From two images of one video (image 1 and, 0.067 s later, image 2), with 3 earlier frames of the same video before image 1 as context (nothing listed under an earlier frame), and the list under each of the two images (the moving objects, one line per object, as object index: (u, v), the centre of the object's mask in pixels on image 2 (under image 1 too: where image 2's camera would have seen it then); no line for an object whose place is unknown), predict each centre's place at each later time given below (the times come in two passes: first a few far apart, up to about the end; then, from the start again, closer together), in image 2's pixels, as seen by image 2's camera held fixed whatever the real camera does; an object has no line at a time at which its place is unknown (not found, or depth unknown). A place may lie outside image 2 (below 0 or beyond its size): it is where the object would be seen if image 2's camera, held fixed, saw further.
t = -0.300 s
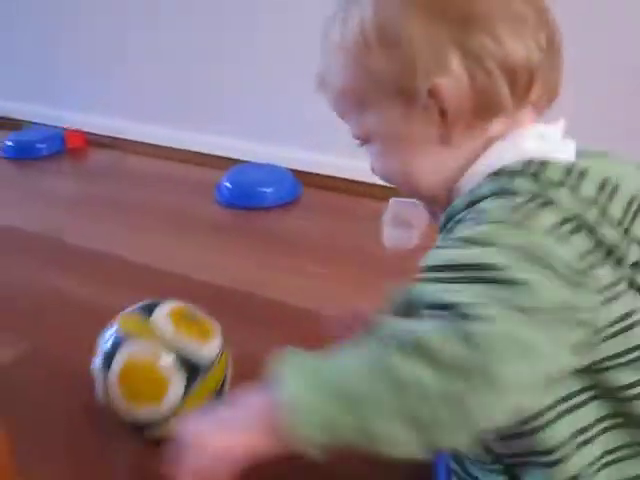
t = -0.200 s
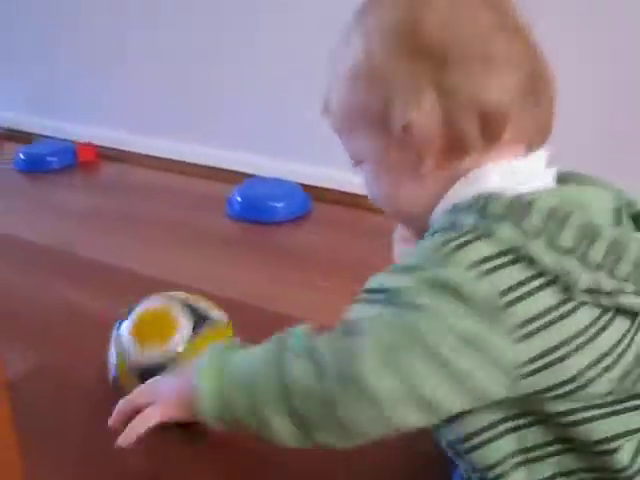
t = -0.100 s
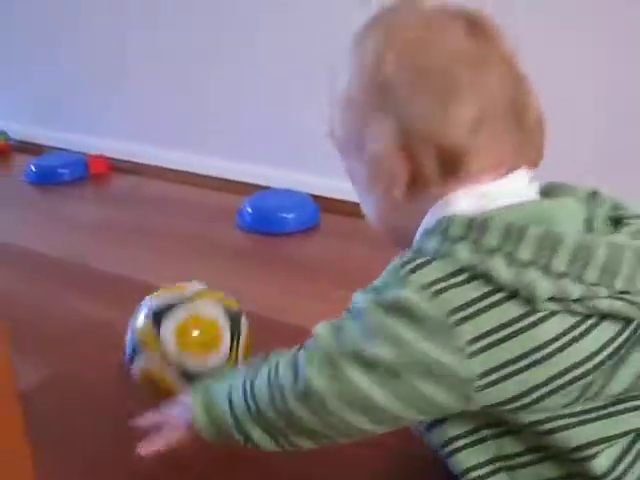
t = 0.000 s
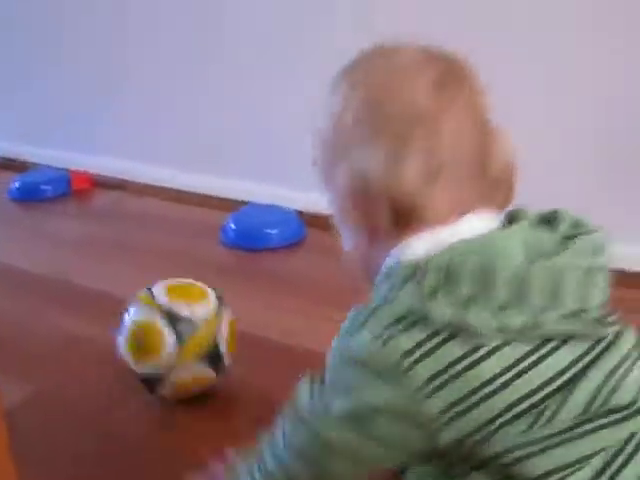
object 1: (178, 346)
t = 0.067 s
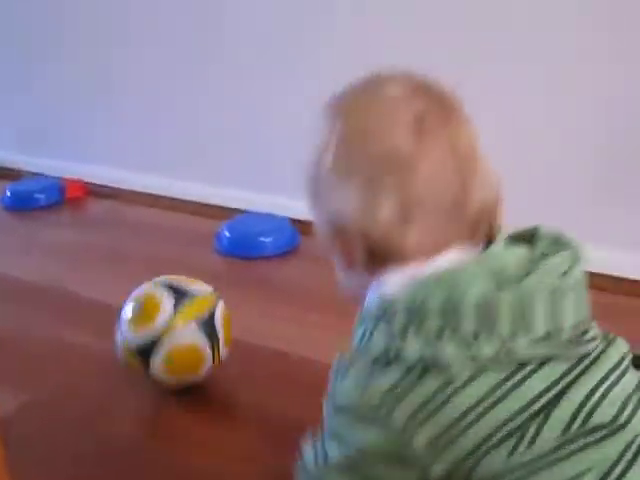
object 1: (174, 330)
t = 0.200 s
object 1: (185, 312)
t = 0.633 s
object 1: (228, 262)
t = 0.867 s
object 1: (251, 235)
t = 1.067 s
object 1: (269, 225)
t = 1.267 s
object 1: (286, 225)
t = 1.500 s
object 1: (296, 226)
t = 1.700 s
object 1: (303, 226)
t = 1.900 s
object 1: (302, 230)
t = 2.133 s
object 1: (294, 237)
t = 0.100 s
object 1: (176, 325)
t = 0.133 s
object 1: (177, 321)
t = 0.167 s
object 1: (180, 317)
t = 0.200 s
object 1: (185, 312)
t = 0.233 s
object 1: (191, 305)
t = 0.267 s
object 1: (196, 301)
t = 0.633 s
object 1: (228, 262)
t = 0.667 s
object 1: (231, 258)
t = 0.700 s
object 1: (235, 255)
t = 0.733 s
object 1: (237, 252)
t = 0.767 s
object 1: (240, 248)
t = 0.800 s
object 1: (246, 243)
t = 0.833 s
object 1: (248, 239)
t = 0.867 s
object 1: (251, 235)
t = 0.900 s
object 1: (254, 231)
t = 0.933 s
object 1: (257, 228)
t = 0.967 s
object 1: (260, 224)
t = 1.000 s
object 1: (263, 225)
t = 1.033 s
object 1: (265, 227)
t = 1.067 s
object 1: (269, 225)
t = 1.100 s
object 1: (270, 226)
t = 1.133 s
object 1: (275, 226)
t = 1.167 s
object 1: (278, 225)
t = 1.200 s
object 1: (280, 226)
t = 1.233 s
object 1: (283, 226)
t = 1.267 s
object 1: (286, 225)
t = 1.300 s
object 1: (287, 226)
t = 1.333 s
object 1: (289, 226)
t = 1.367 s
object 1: (290, 225)
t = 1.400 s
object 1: (291, 225)
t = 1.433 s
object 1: (293, 225)
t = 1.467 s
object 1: (295, 225)
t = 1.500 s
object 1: (296, 226)
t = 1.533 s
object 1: (298, 226)
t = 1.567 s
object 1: (299, 226)
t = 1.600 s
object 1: (301, 226)
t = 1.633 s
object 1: (301, 227)
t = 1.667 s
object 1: (302, 226)
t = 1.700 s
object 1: (303, 226)
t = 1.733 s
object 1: (304, 227)
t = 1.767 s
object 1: (304, 227)
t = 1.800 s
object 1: (303, 228)
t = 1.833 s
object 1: (303, 229)
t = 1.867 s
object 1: (303, 229)
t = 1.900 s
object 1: (302, 230)
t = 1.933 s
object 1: (302, 231)
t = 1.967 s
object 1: (301, 232)
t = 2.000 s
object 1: (301, 233)
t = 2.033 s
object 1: (300, 234)
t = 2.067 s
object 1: (298, 235)
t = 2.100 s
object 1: (297, 236)
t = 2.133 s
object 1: (294, 237)
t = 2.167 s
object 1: (293, 238)
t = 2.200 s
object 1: (291, 238)
